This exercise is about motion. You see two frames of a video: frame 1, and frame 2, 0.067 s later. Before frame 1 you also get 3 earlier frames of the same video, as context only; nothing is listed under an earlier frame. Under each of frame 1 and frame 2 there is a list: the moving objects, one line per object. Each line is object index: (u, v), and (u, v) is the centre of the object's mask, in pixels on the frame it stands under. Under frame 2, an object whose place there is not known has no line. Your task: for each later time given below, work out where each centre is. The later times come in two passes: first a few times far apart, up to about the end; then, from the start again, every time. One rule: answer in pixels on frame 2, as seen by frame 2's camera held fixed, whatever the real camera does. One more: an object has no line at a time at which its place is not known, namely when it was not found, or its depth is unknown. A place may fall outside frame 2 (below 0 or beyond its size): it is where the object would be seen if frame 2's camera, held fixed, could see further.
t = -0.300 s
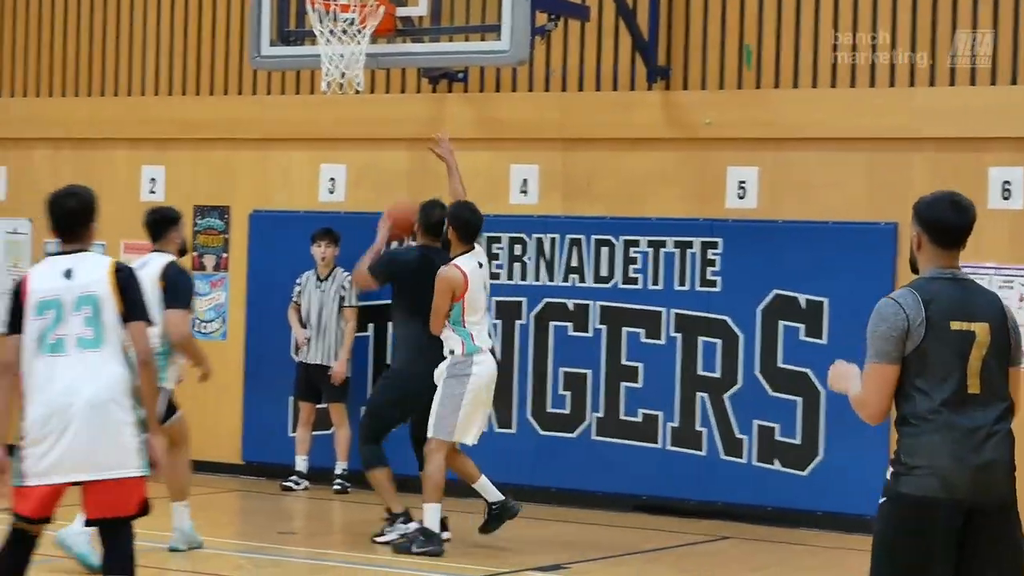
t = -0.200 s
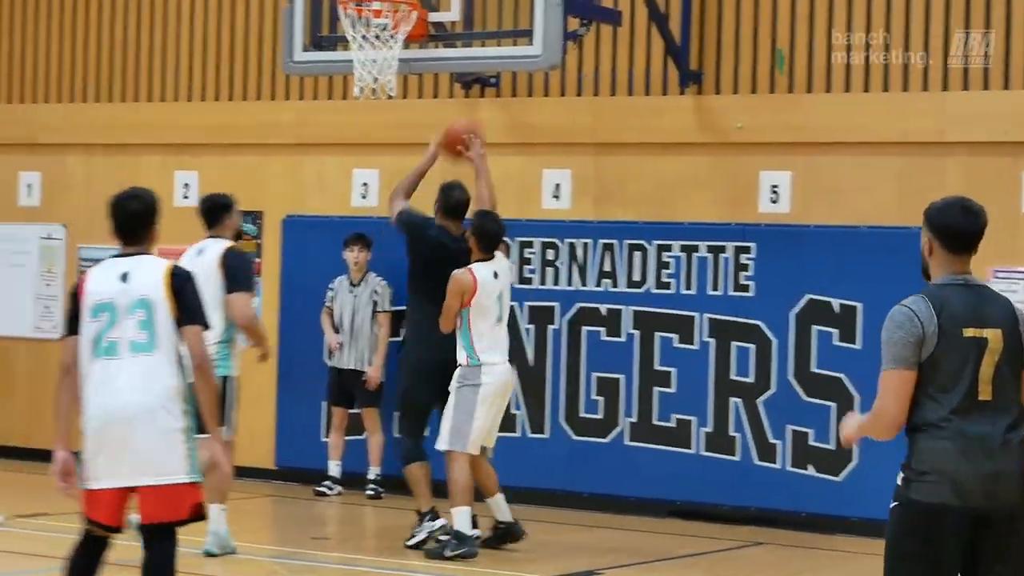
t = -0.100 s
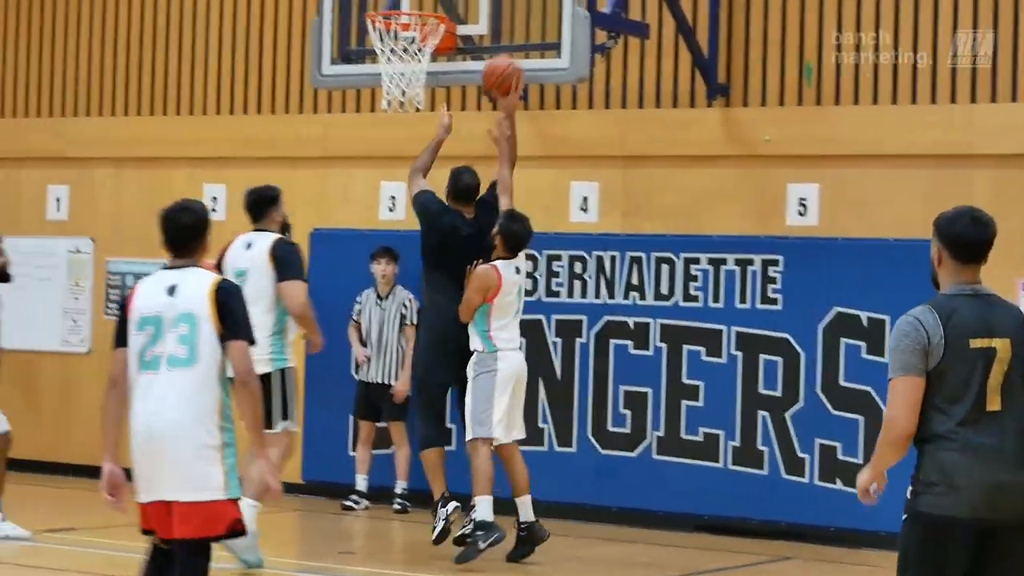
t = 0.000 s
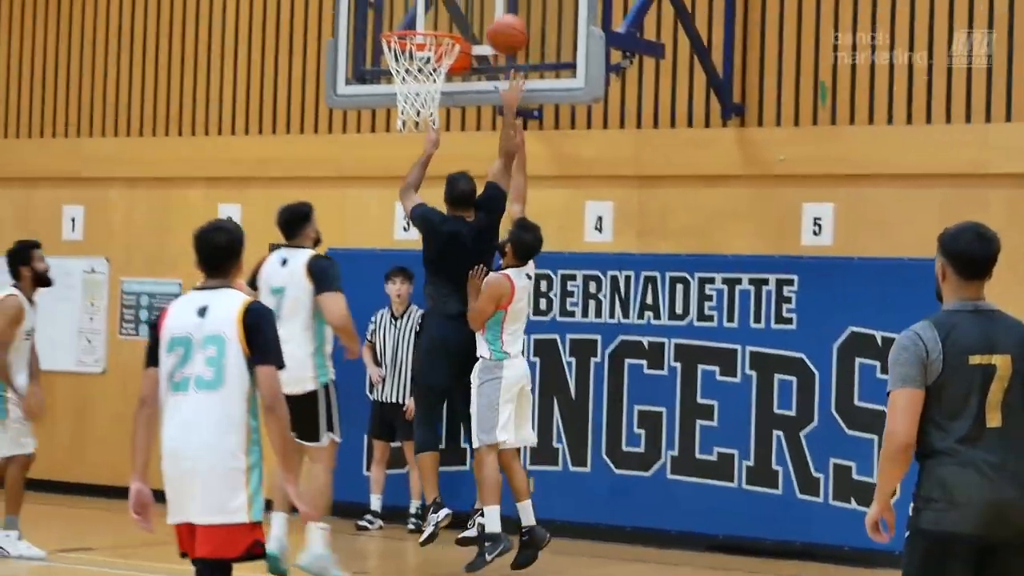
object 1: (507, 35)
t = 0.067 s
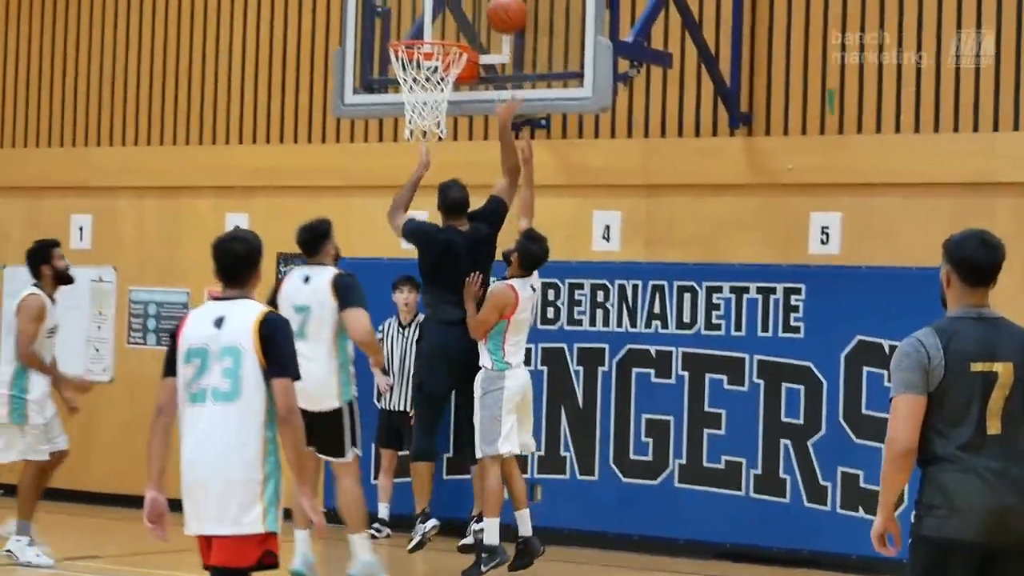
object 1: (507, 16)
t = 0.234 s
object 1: (474, -3)
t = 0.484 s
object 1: (421, 32)
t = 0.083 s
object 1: (504, 13)
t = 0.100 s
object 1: (501, 10)
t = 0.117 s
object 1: (497, 8)
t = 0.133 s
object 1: (494, 5)
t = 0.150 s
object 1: (491, 3)
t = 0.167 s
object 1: (487, 1)
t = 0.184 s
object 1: (484, 0)
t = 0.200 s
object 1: (480, -1)
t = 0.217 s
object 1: (477, -2)
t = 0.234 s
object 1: (474, -3)
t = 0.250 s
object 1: (470, -5)
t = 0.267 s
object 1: (466, -5)
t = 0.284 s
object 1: (463, -5)
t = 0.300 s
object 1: (459, -6)
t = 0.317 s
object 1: (456, -5)
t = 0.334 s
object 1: (452, -2)
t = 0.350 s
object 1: (449, 1)
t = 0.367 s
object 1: (446, 5)
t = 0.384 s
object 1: (442, 10)
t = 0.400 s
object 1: (439, 15)
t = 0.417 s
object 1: (435, 18)
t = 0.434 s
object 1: (432, 22)
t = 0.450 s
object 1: (428, 26)
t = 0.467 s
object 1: (424, 29)
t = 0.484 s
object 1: (421, 32)
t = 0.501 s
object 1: (415, 51)
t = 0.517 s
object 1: (411, 57)
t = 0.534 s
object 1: (408, 63)
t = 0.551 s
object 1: (406, 72)
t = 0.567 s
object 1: (404, 81)
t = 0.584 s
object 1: (401, 87)
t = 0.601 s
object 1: (400, 94)
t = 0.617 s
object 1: (399, 103)
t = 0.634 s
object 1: (399, 106)
